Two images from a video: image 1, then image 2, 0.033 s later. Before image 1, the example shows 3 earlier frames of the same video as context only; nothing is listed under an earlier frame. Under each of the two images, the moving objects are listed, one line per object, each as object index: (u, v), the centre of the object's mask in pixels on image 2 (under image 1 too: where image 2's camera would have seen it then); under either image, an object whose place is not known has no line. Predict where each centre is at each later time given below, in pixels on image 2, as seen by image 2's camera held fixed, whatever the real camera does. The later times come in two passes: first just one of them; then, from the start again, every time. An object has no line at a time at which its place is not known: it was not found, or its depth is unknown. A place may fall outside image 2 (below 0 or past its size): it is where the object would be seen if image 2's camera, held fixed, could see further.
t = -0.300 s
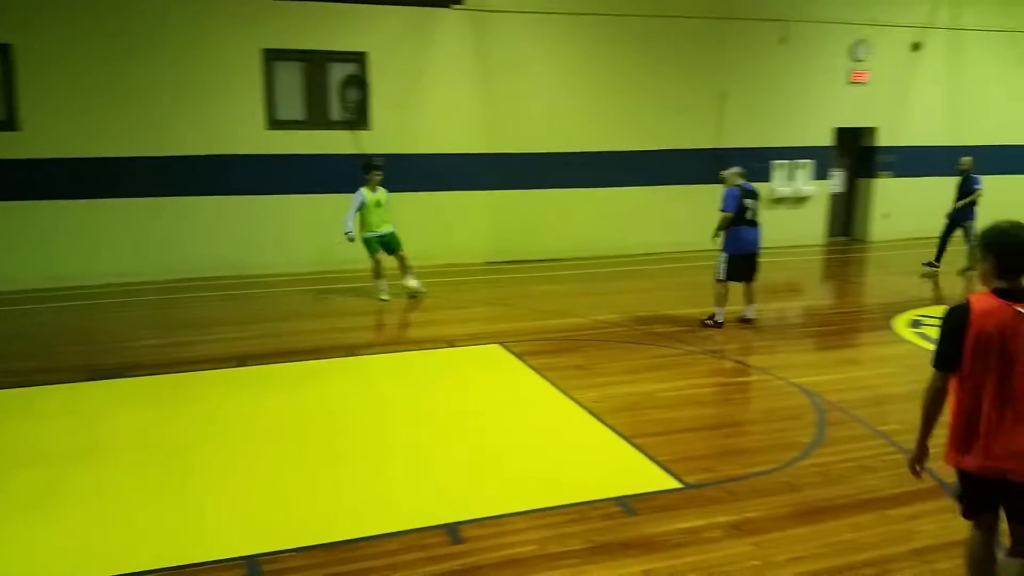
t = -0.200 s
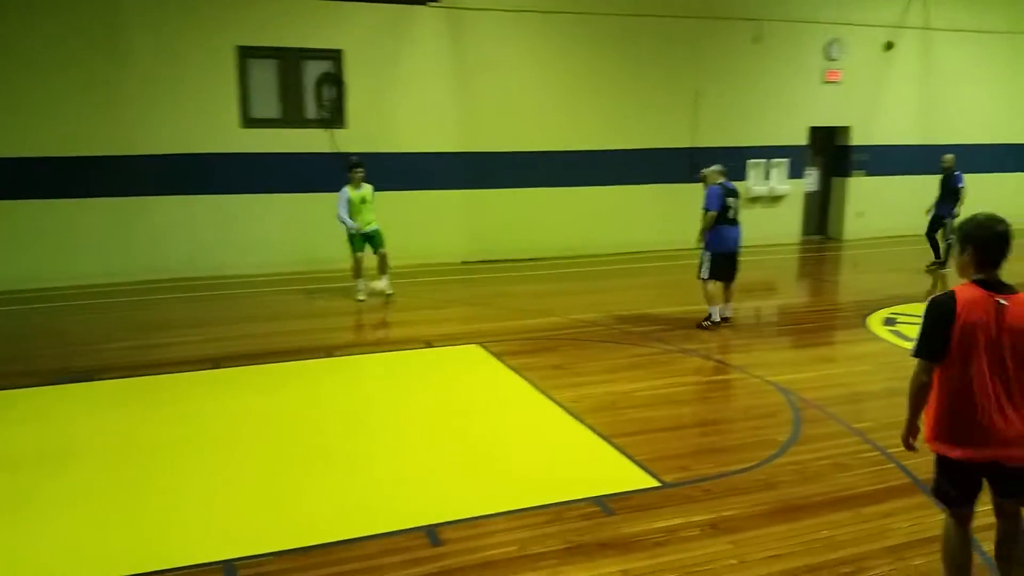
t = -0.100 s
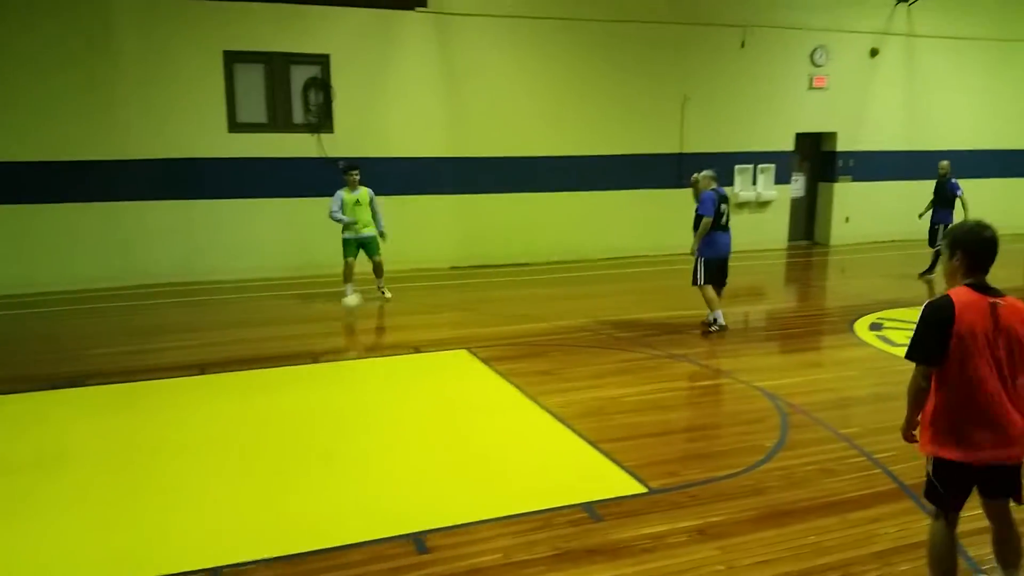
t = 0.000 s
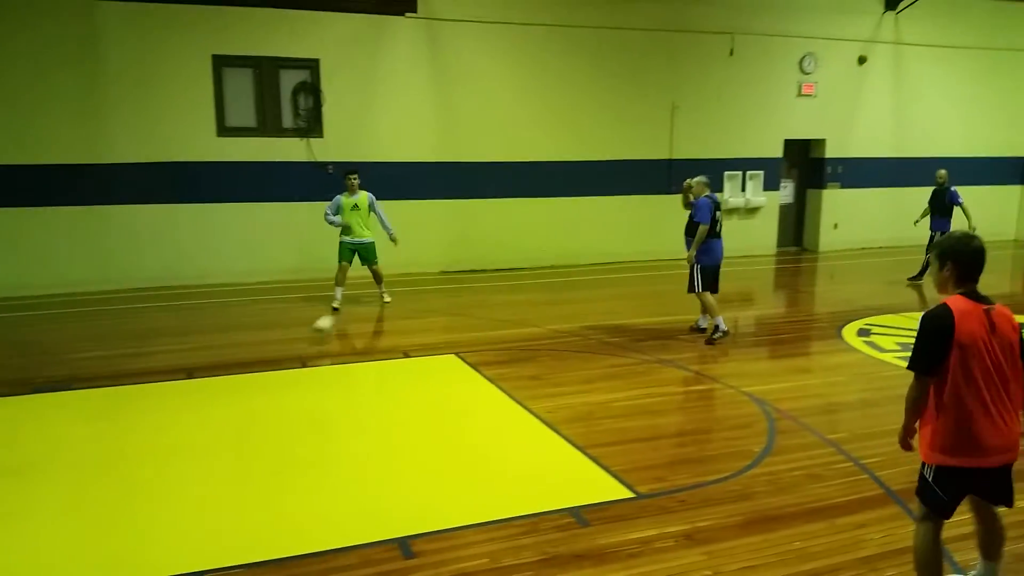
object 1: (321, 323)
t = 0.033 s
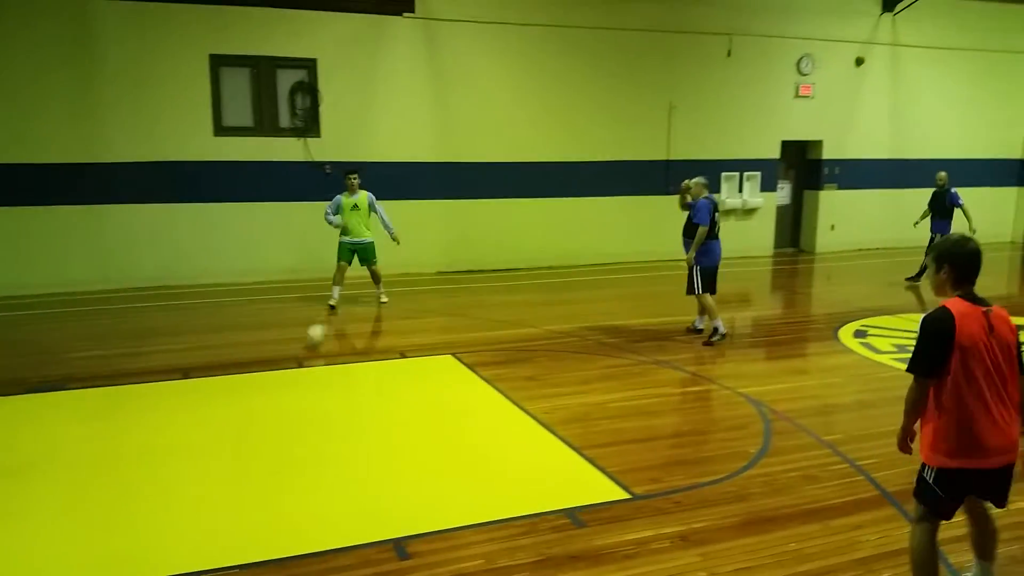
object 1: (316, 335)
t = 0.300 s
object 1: (282, 368)
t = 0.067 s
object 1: (311, 339)
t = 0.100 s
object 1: (306, 341)
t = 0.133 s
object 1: (303, 344)
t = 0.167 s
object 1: (296, 348)
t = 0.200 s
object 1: (293, 353)
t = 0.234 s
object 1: (288, 358)
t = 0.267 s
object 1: (285, 365)
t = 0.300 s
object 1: (282, 368)
